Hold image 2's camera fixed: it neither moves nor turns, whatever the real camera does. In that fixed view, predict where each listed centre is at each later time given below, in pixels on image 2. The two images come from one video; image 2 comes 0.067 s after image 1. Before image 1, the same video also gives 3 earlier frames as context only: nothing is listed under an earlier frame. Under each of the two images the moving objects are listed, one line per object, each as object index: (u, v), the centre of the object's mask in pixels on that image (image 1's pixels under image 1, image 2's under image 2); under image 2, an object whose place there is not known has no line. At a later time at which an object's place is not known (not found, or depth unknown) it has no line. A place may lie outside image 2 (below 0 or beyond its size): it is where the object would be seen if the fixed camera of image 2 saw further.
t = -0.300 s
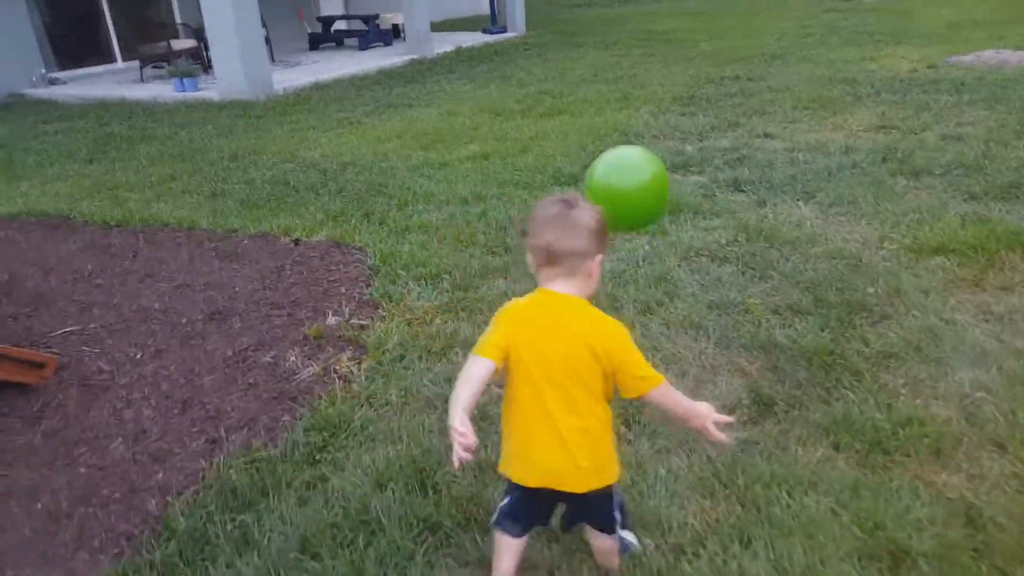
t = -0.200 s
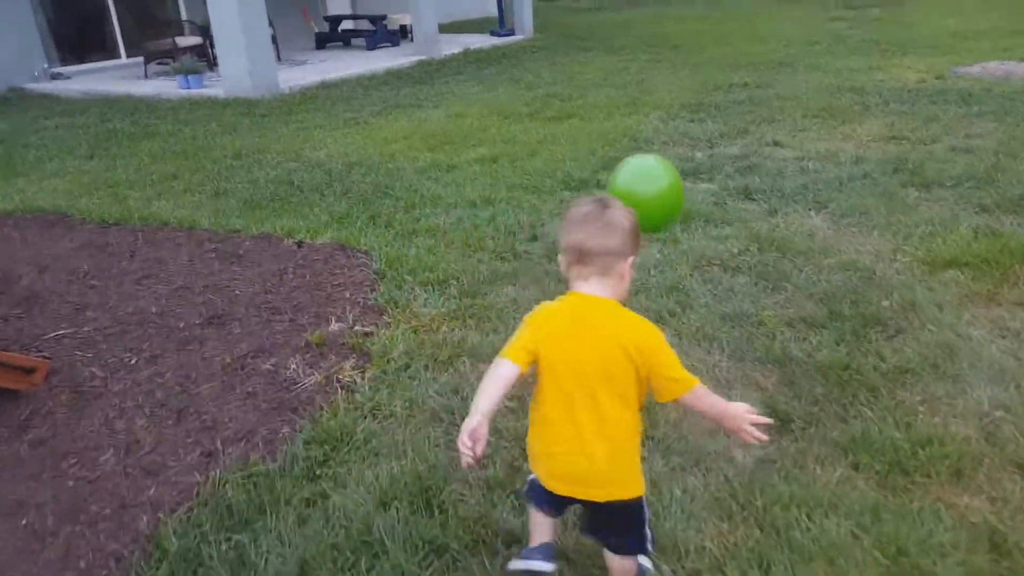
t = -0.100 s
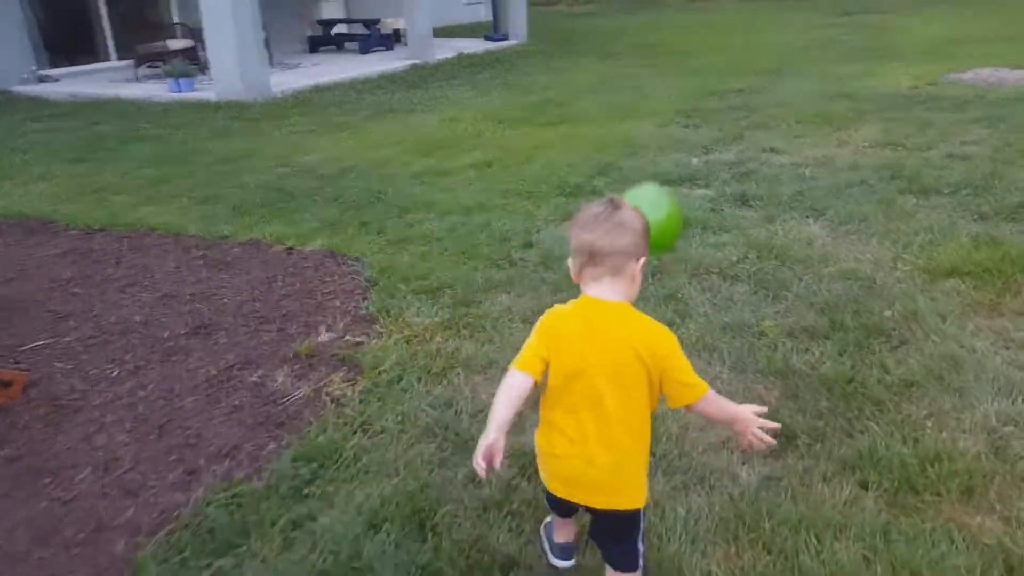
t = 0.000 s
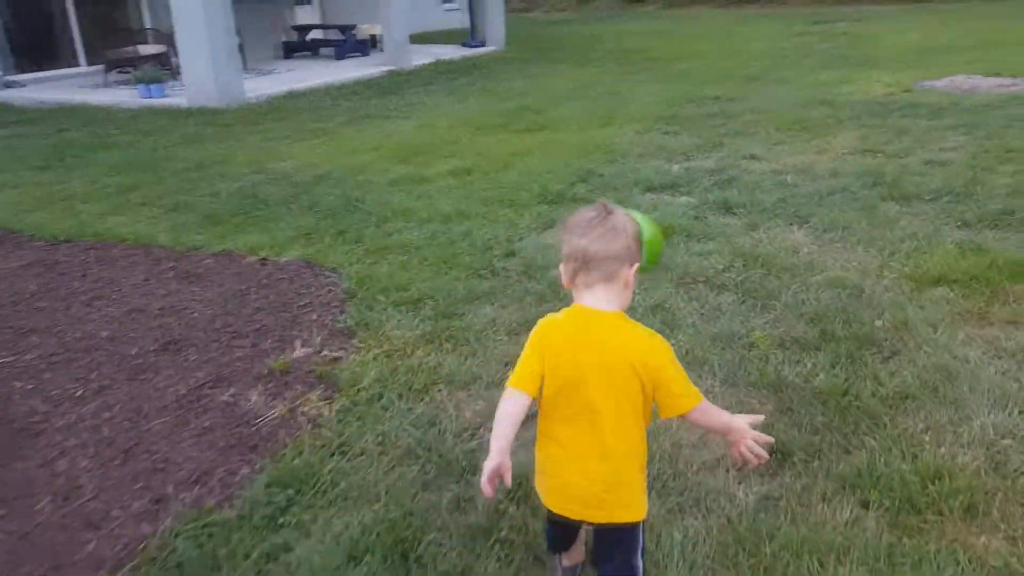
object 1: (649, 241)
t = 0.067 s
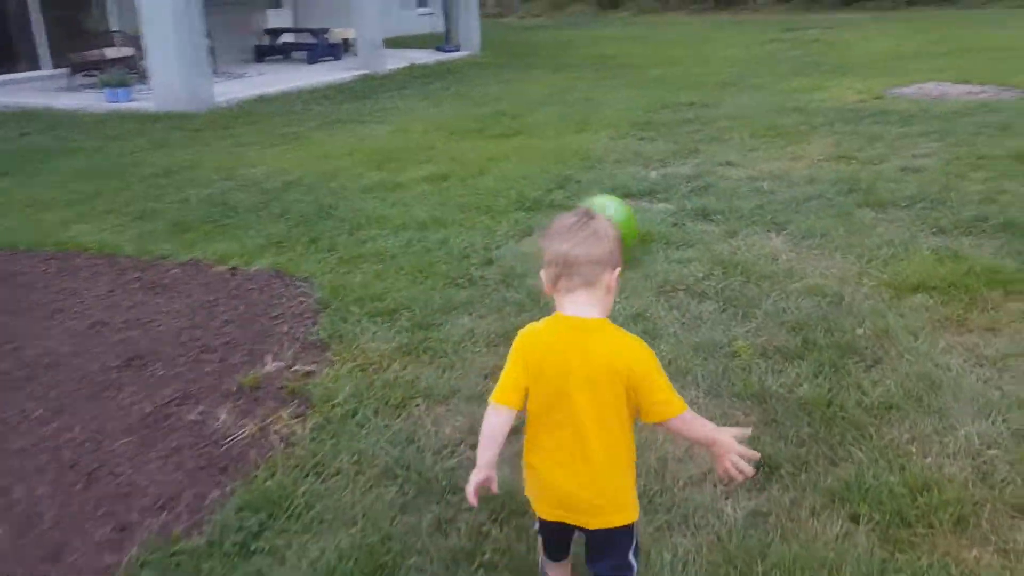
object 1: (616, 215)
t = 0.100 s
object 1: (609, 206)
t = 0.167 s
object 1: (601, 195)
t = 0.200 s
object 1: (598, 194)
